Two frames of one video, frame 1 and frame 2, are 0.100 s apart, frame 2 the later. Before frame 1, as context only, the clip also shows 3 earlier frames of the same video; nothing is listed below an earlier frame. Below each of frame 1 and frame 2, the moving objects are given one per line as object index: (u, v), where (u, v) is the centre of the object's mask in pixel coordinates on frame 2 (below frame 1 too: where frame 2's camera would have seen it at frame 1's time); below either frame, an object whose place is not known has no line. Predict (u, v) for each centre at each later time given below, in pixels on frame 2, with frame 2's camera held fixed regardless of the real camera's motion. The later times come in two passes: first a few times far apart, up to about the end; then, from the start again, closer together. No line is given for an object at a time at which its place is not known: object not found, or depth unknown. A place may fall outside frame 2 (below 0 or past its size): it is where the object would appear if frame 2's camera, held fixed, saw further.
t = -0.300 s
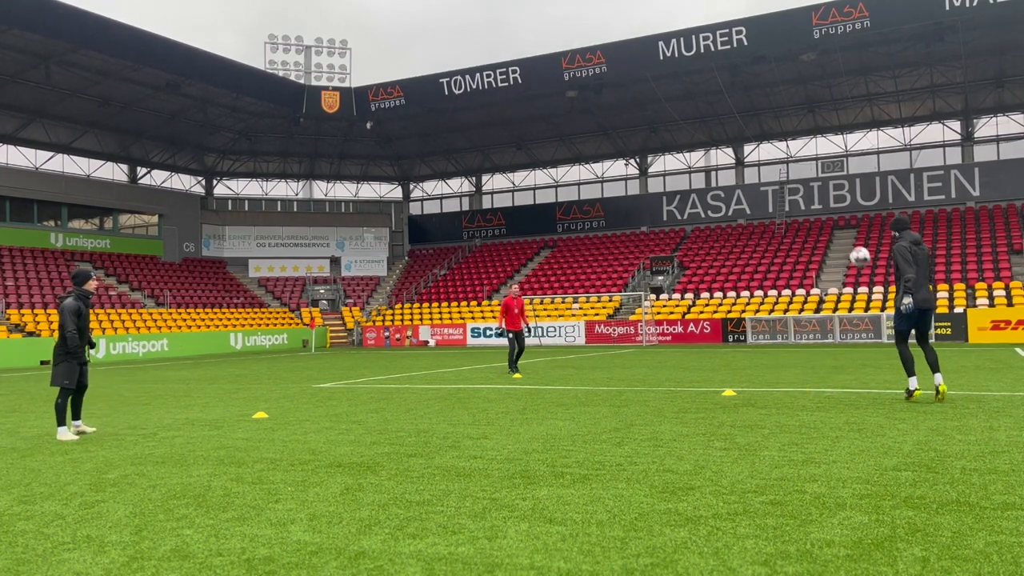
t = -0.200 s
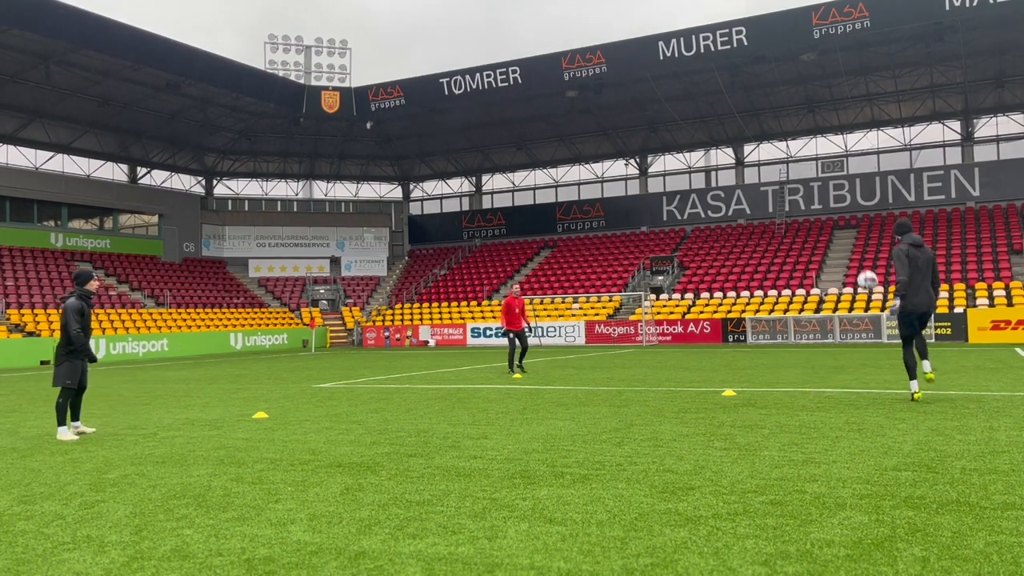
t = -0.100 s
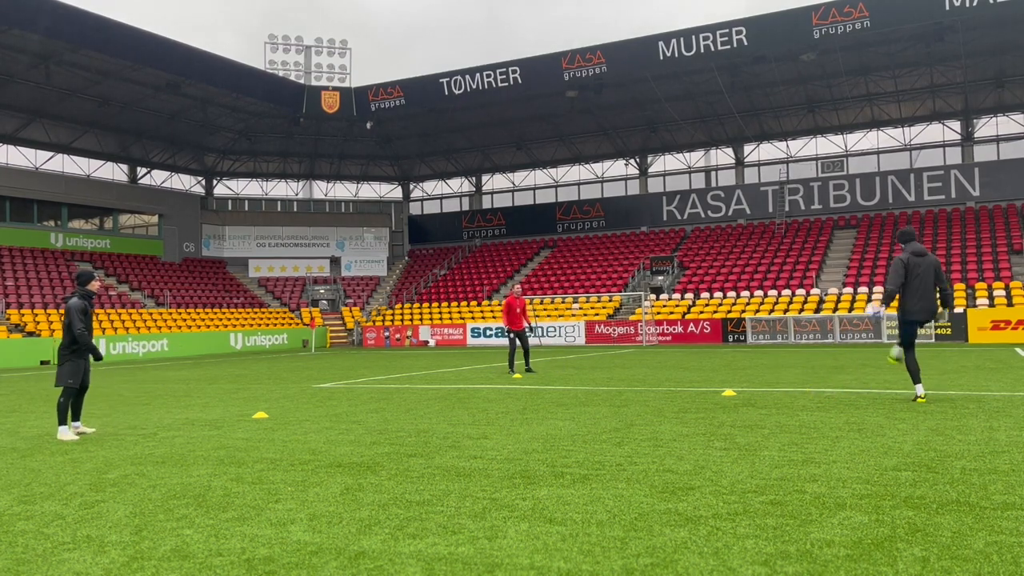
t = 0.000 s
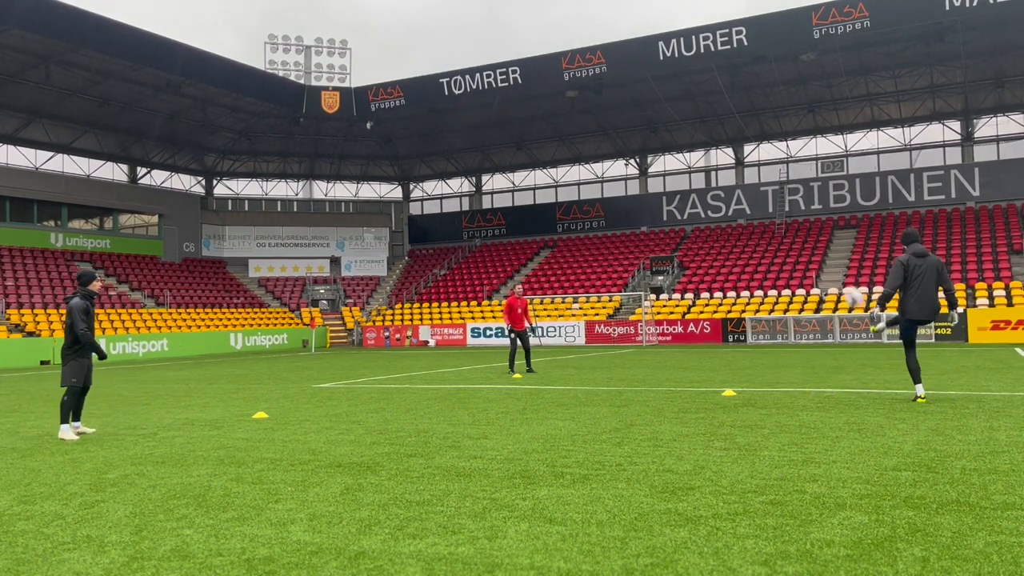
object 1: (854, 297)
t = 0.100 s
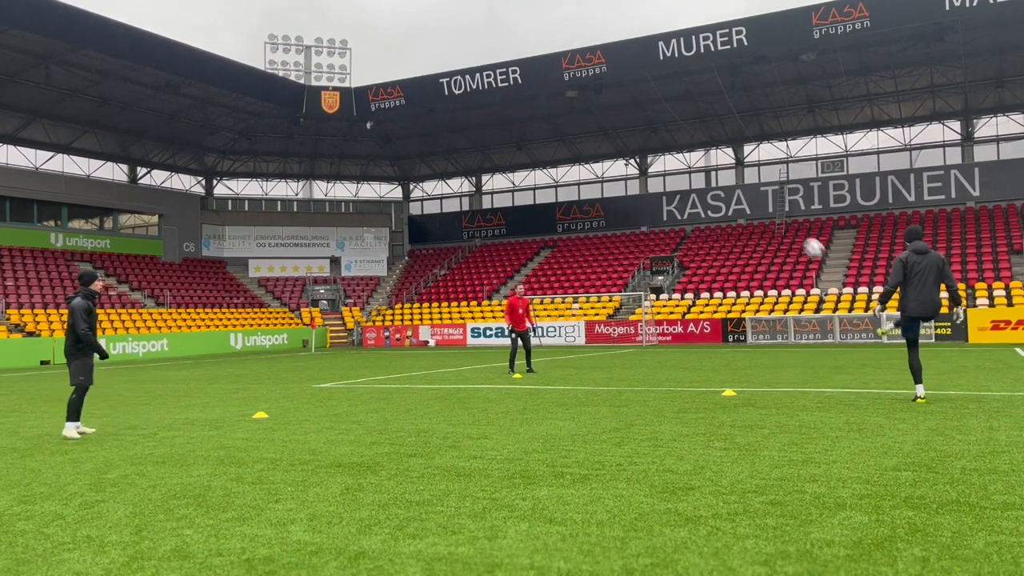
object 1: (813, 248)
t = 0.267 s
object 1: (754, 193)
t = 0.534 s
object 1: (675, 157)
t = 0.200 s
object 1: (776, 211)
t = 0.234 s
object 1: (765, 202)
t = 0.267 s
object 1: (754, 193)
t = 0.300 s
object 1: (743, 185)
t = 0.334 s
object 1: (733, 179)
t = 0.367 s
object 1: (722, 173)
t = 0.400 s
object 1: (712, 169)
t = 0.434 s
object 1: (703, 164)
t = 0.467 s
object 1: (694, 161)
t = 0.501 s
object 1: (684, 159)
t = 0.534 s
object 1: (675, 157)
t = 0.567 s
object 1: (666, 157)
